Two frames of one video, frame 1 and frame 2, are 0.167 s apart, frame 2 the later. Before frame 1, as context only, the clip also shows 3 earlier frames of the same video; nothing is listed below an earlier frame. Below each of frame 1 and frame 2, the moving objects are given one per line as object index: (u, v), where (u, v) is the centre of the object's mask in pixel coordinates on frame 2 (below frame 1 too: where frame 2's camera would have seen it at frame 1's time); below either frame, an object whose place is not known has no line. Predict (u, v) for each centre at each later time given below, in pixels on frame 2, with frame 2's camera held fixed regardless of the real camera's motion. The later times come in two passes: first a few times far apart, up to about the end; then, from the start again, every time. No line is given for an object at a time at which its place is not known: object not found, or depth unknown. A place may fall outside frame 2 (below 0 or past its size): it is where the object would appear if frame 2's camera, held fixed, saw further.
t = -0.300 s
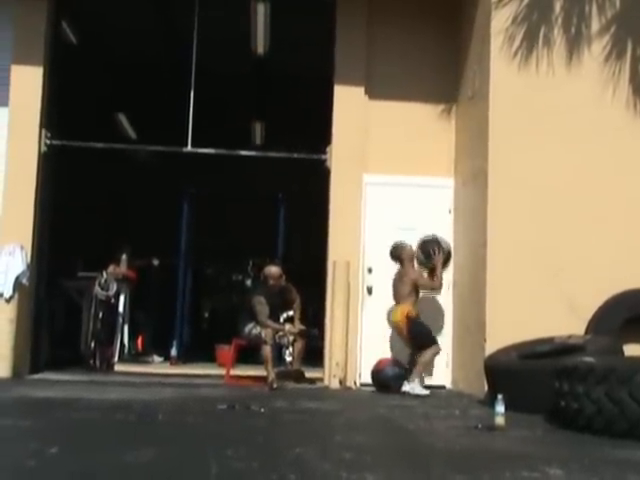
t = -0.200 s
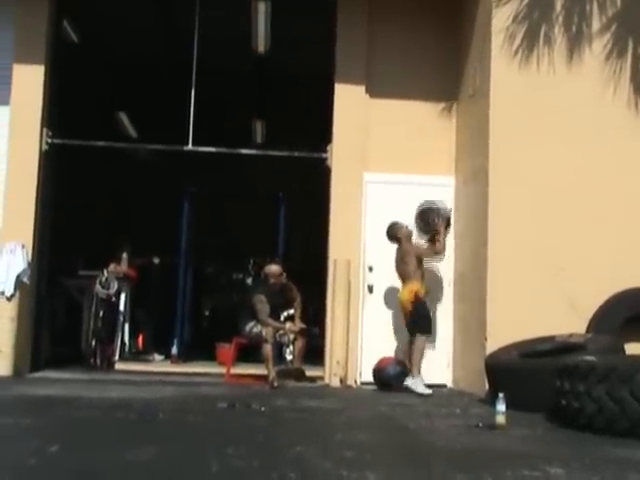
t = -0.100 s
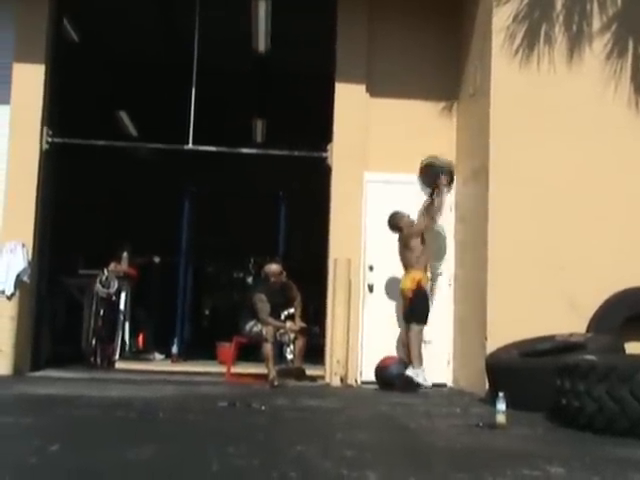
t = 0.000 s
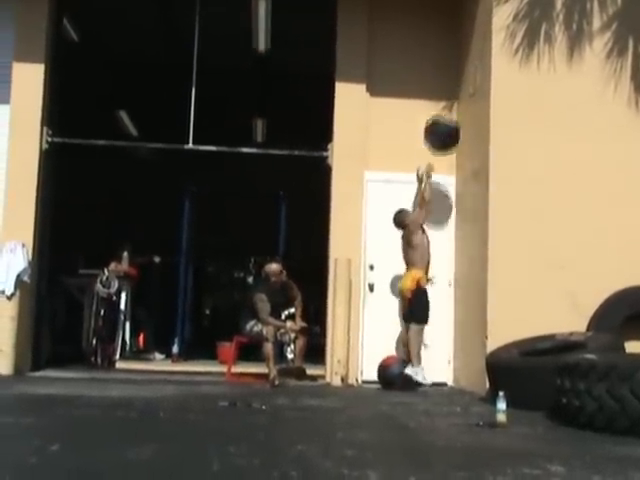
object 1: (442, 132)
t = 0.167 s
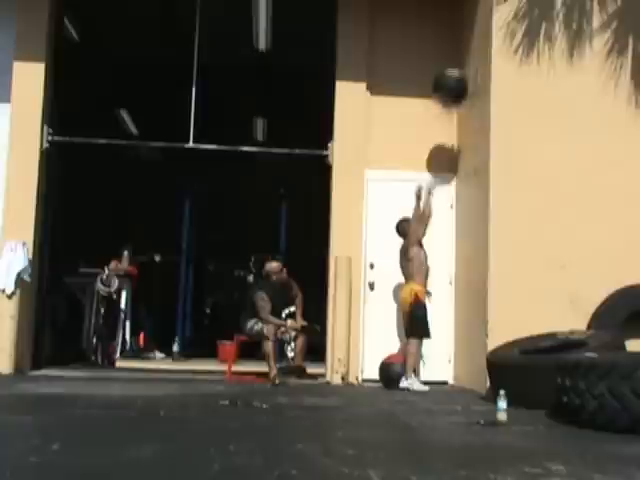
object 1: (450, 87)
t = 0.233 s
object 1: (454, 76)
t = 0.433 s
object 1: (457, 69)
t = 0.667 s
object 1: (448, 108)
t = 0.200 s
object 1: (452, 80)
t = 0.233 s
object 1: (454, 76)
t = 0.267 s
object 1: (455, 71)
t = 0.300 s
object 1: (457, 69)
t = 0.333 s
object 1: (458, 68)
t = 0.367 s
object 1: (458, 68)
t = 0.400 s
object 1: (458, 68)
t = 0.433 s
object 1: (457, 69)
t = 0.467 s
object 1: (455, 71)
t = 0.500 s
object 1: (454, 74)
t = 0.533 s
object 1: (453, 79)
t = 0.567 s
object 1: (452, 85)
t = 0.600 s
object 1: (451, 92)
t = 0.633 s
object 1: (449, 99)
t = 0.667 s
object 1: (448, 108)
